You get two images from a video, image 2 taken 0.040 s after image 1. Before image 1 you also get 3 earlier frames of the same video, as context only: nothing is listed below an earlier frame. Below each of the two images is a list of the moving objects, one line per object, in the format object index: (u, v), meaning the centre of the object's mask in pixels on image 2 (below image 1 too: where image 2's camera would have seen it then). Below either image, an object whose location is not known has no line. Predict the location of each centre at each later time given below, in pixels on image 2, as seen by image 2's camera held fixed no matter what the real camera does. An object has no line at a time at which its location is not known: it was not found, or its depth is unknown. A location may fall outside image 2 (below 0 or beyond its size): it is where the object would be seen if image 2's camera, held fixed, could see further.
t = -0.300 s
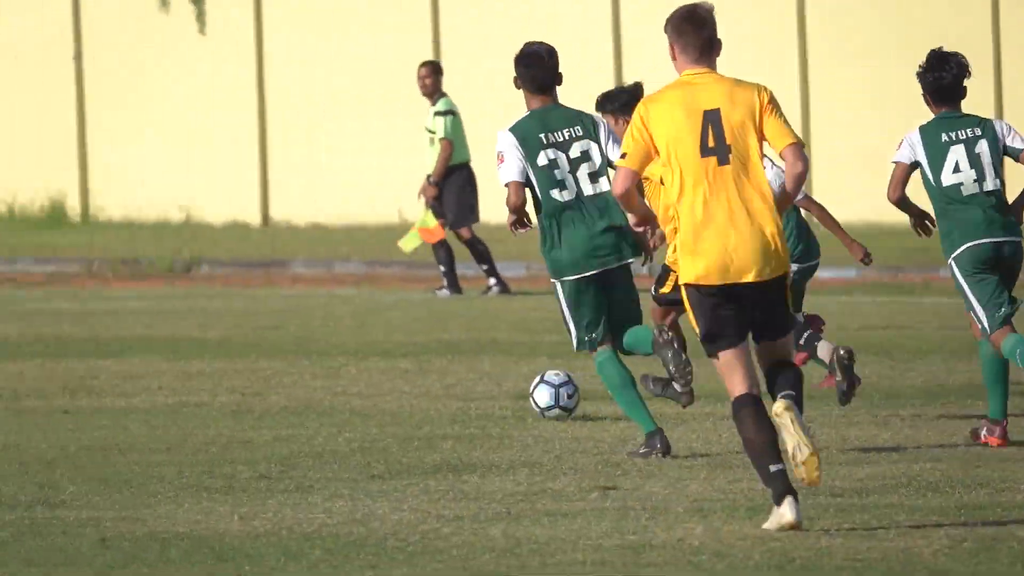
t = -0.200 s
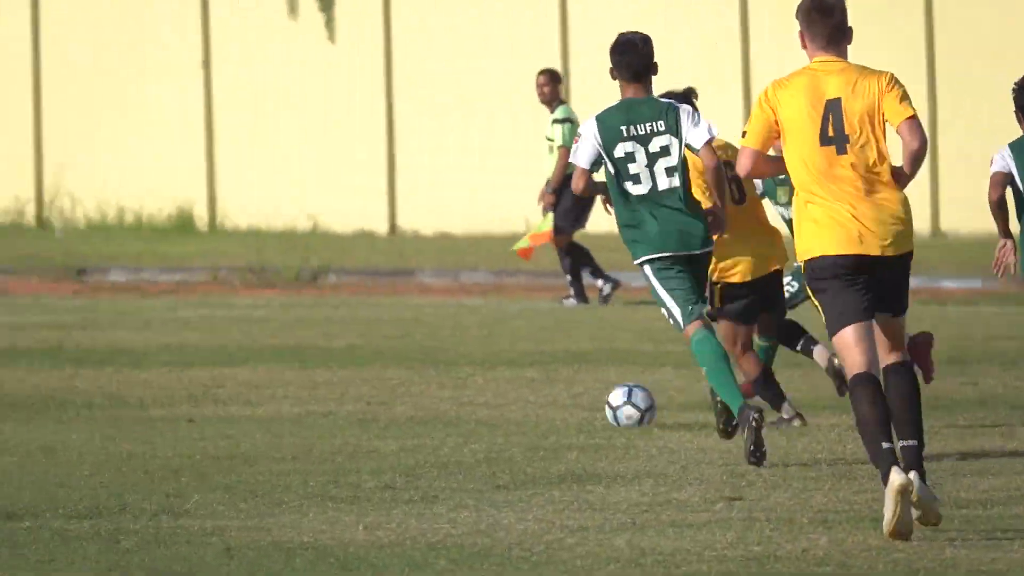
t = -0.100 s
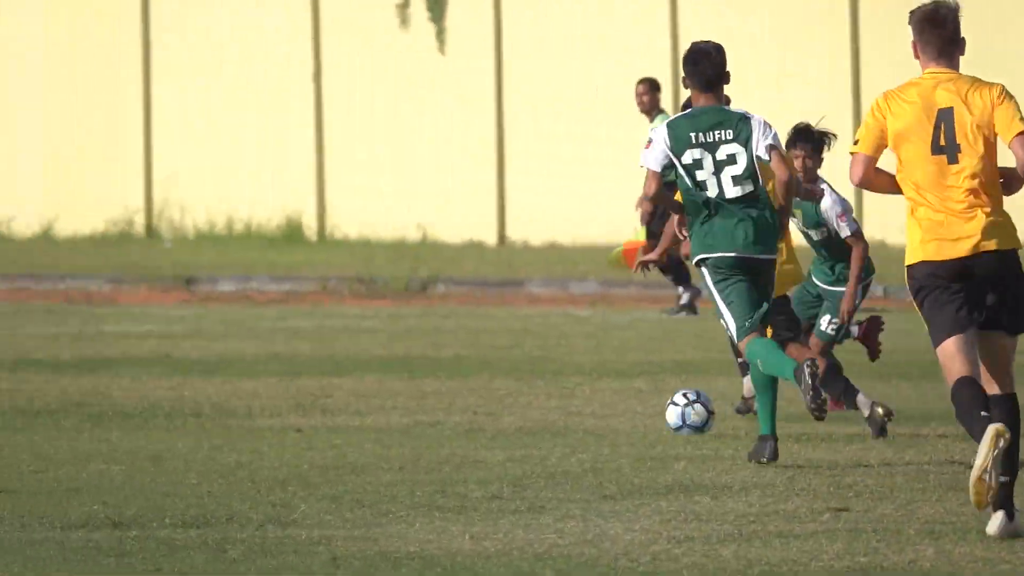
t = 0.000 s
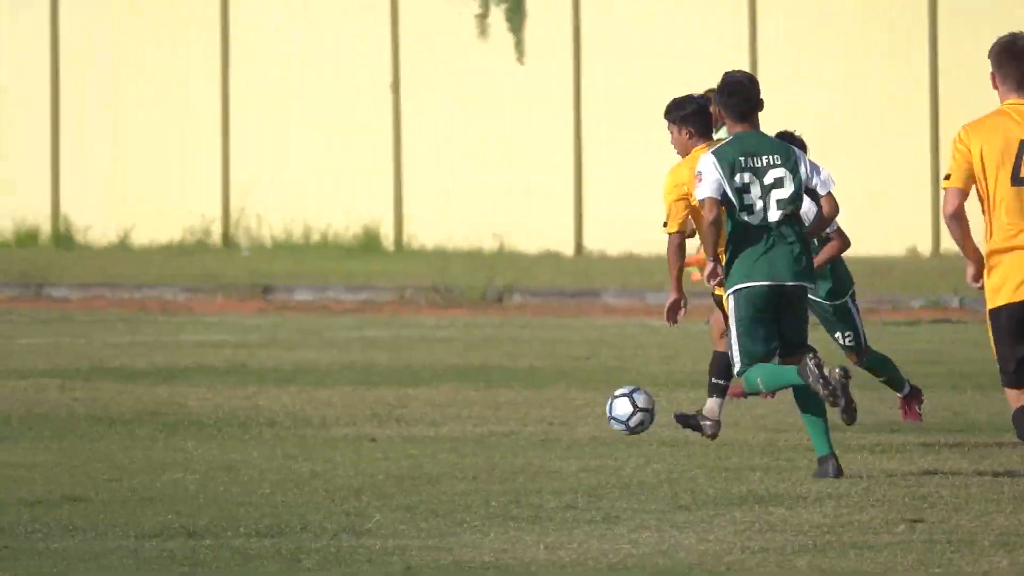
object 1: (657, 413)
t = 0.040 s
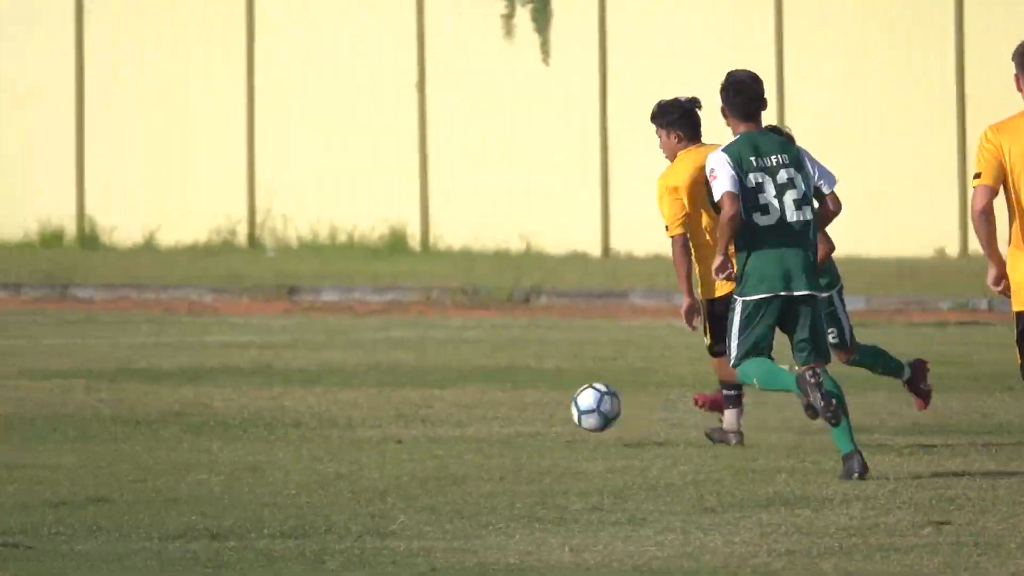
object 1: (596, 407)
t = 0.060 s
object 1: (565, 406)
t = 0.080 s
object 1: (534, 406)
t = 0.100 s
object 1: (503, 407)
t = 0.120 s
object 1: (473, 408)
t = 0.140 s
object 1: (443, 411)
